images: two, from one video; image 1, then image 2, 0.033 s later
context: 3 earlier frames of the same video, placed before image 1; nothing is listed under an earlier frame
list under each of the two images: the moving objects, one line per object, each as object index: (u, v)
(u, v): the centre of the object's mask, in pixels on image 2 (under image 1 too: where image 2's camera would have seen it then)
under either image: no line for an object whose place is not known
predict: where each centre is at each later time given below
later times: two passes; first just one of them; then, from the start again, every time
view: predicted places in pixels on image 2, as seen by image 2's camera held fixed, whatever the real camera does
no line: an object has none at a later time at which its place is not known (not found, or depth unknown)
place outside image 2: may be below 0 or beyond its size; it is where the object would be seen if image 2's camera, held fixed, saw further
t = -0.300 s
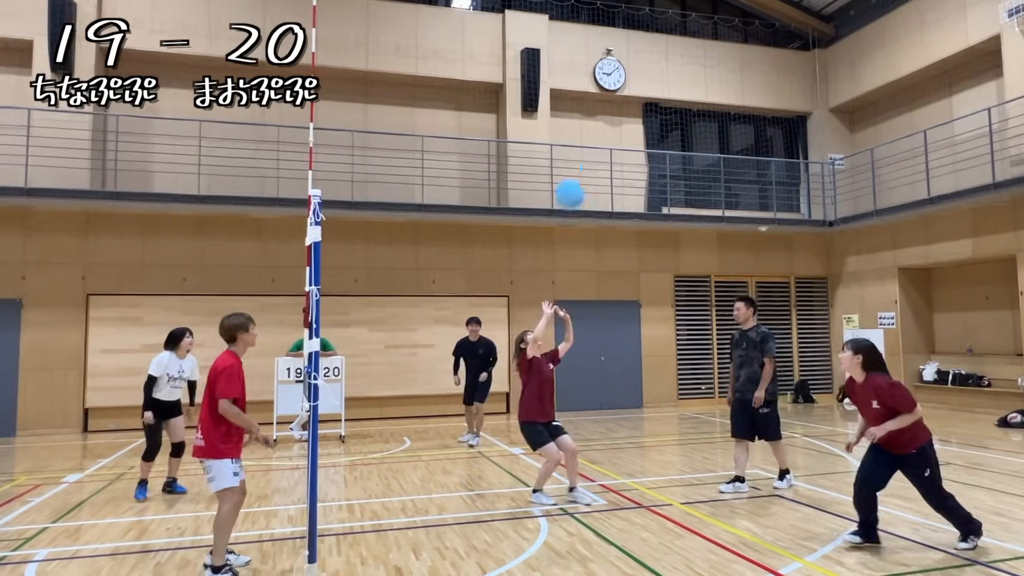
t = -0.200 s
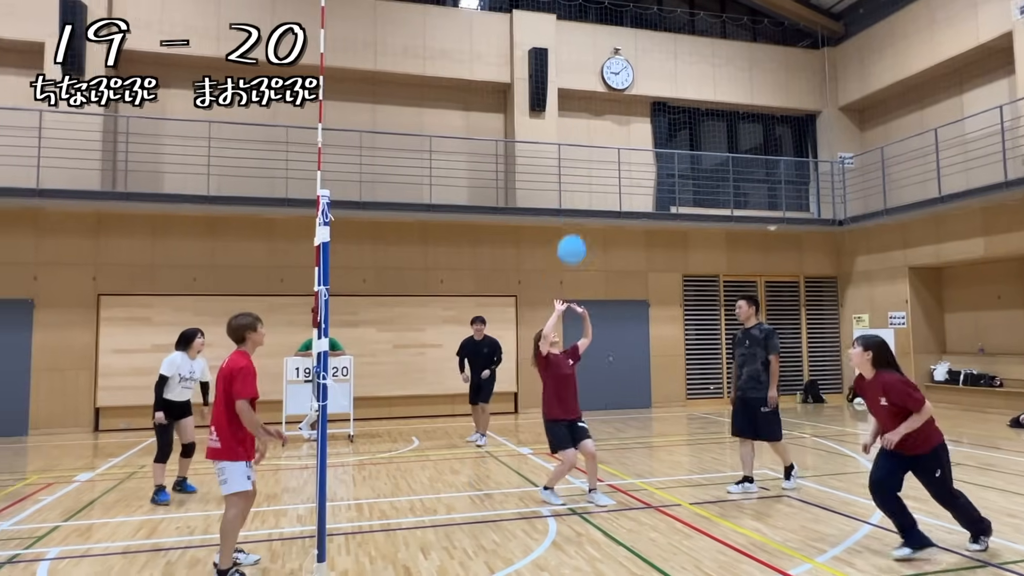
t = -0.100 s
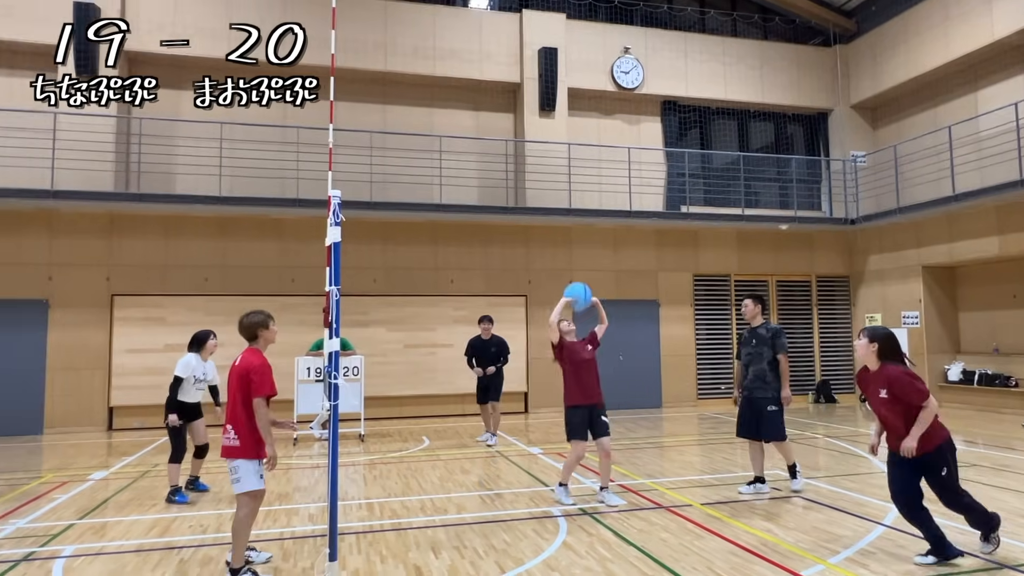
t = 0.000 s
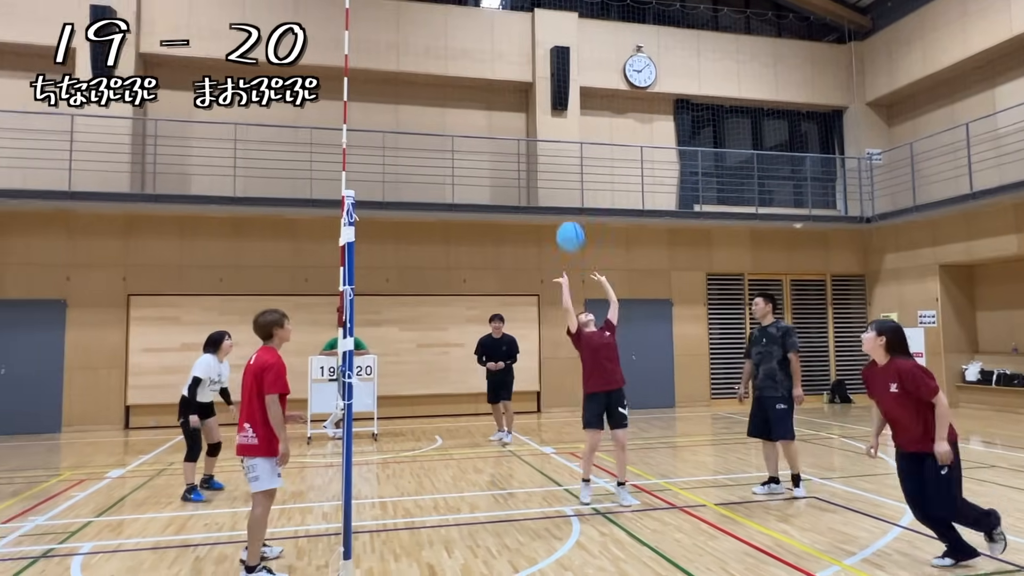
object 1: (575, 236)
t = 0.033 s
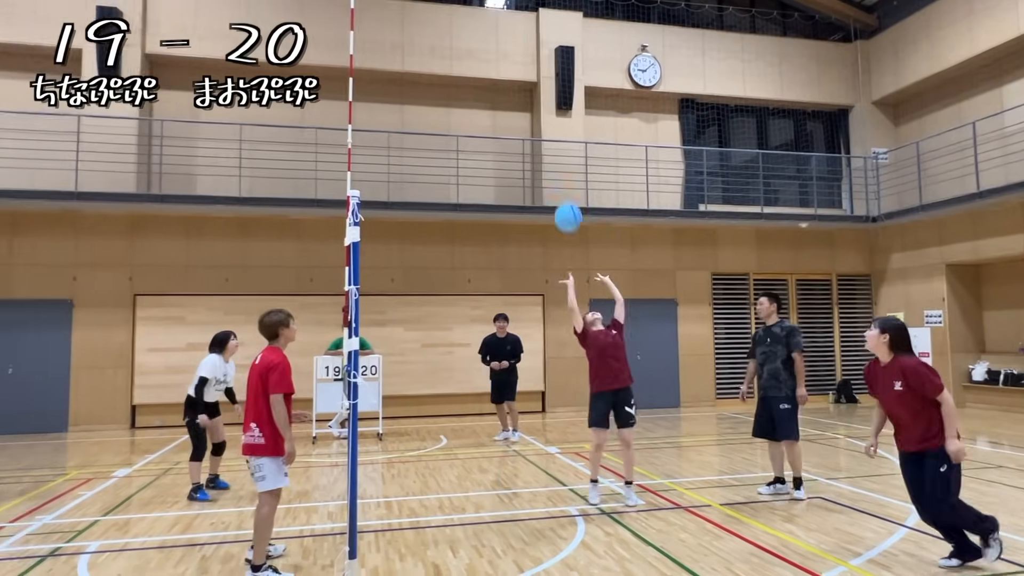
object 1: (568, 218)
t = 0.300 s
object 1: (519, 114)
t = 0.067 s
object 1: (561, 200)
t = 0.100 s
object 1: (555, 183)
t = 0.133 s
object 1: (548, 168)
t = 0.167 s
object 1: (542, 155)
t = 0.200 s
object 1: (536, 142)
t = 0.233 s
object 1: (530, 132)
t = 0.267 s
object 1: (525, 123)
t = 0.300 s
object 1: (519, 114)
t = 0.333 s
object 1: (511, 107)
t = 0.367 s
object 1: (506, 102)
